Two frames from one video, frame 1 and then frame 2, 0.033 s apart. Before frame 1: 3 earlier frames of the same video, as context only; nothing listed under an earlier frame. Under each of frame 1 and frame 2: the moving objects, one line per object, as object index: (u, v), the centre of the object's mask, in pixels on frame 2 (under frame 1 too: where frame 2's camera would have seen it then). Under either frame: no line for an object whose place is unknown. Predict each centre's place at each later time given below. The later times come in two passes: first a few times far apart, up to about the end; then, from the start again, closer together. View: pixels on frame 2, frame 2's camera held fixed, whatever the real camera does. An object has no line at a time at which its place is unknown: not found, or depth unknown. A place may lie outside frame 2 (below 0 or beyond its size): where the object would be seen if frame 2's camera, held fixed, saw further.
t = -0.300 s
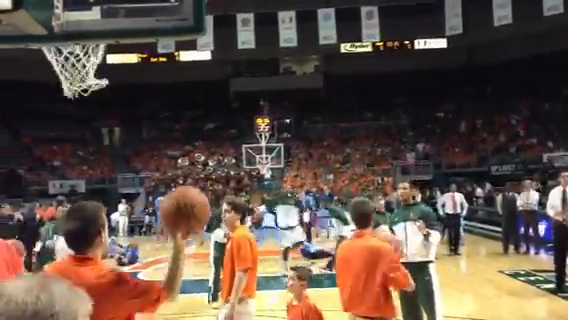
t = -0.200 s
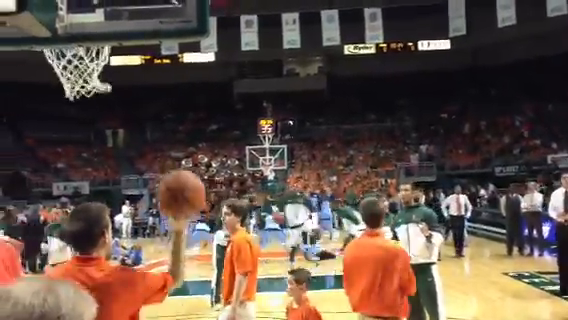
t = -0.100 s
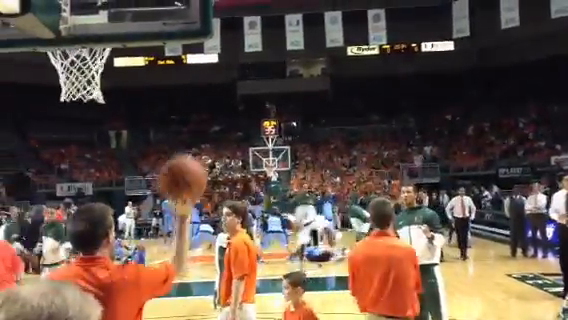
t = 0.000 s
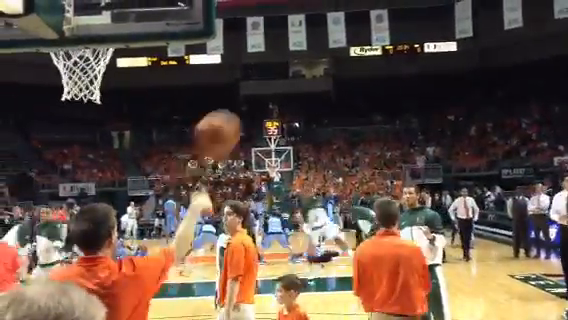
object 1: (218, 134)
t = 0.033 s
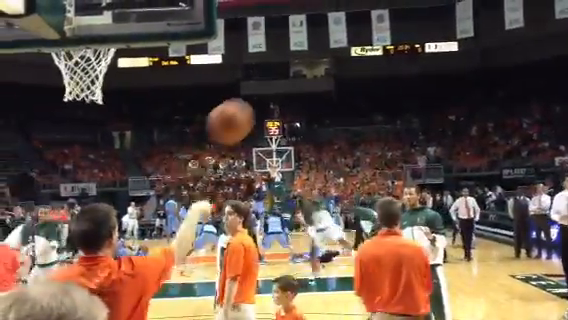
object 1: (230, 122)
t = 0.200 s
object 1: (281, 93)
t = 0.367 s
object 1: (320, 104)
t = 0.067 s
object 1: (241, 112)
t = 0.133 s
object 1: (262, 98)
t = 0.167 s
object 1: (272, 95)
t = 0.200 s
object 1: (281, 93)
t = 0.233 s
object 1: (289, 92)
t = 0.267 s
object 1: (297, 93)
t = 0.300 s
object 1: (305, 95)
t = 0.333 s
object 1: (312, 99)
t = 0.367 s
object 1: (320, 104)
